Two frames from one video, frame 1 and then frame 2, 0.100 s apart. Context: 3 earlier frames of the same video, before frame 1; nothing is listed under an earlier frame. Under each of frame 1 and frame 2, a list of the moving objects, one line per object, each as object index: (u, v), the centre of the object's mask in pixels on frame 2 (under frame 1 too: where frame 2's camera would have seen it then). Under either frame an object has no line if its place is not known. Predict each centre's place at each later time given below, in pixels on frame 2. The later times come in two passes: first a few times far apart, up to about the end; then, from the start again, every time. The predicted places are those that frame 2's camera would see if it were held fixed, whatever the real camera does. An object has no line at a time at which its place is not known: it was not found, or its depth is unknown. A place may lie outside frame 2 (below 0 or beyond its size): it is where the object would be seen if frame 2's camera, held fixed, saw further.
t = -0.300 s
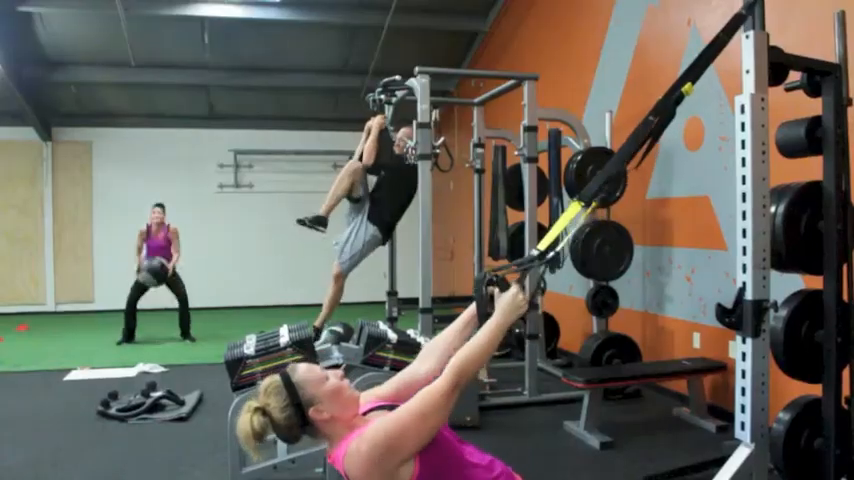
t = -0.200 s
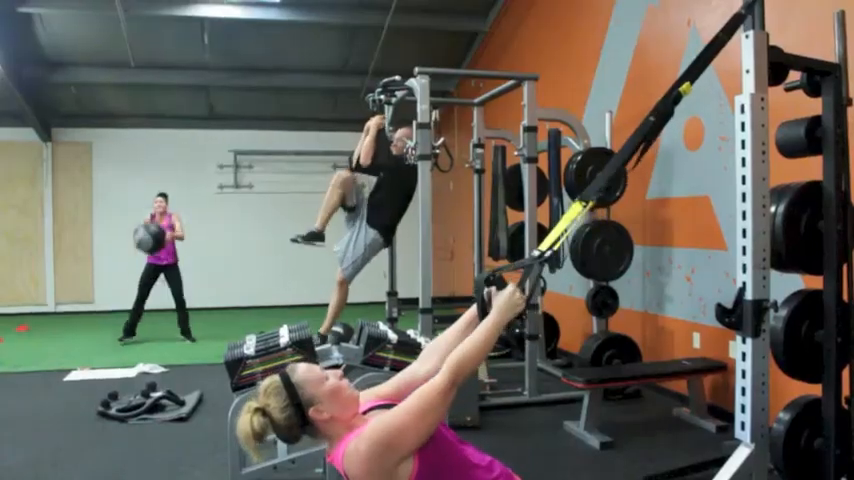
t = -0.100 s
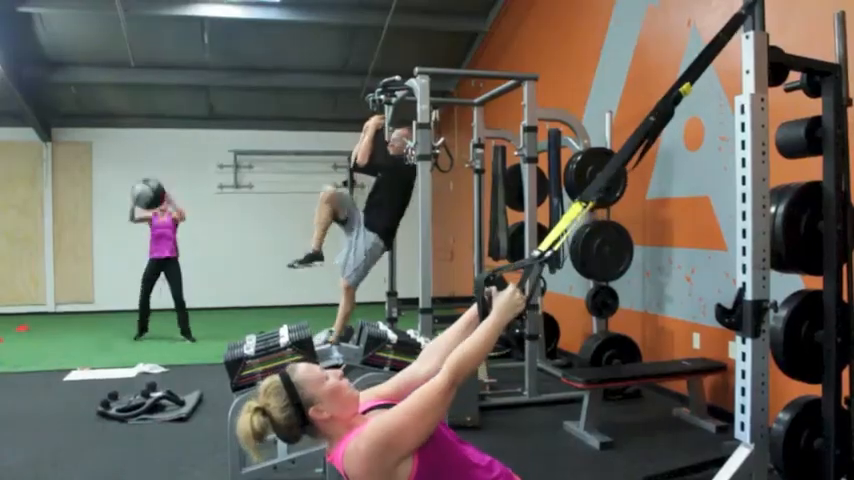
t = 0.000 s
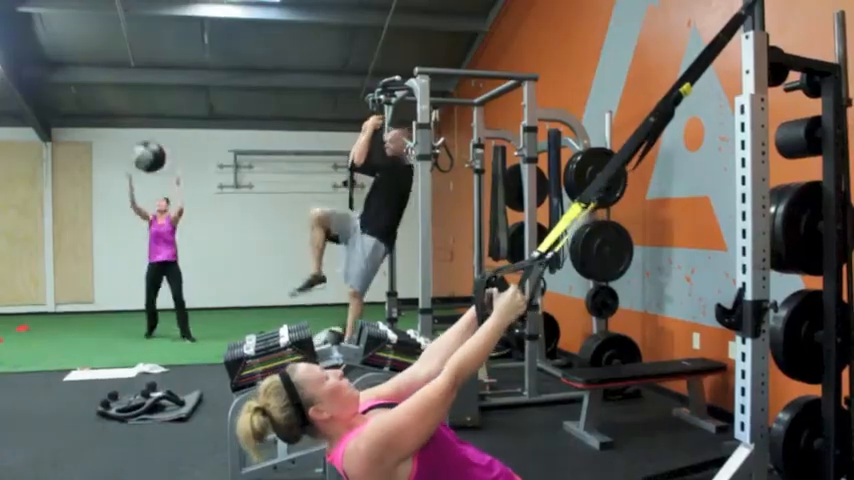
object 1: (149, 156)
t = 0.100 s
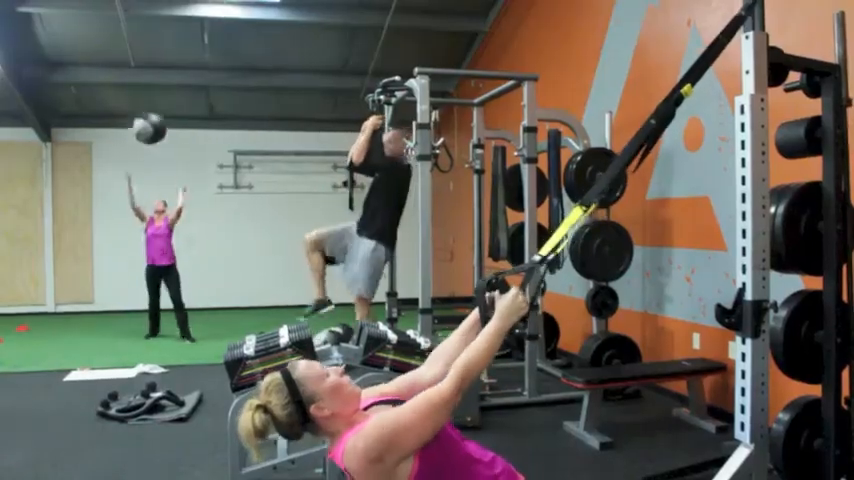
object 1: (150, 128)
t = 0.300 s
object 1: (151, 99)
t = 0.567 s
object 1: (153, 113)
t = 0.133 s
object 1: (149, 120)
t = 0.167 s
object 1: (150, 113)
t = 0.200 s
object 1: (150, 108)
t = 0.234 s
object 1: (150, 104)
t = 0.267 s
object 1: (151, 101)
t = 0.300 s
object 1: (151, 99)
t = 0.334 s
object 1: (151, 98)
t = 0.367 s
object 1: (151, 98)
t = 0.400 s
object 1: (152, 98)
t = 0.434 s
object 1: (152, 99)
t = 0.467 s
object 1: (152, 101)
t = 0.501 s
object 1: (153, 104)
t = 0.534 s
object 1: (153, 108)
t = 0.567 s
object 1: (153, 113)
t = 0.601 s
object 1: (153, 120)
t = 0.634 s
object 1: (154, 127)
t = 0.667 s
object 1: (154, 135)
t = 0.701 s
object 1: (154, 144)
